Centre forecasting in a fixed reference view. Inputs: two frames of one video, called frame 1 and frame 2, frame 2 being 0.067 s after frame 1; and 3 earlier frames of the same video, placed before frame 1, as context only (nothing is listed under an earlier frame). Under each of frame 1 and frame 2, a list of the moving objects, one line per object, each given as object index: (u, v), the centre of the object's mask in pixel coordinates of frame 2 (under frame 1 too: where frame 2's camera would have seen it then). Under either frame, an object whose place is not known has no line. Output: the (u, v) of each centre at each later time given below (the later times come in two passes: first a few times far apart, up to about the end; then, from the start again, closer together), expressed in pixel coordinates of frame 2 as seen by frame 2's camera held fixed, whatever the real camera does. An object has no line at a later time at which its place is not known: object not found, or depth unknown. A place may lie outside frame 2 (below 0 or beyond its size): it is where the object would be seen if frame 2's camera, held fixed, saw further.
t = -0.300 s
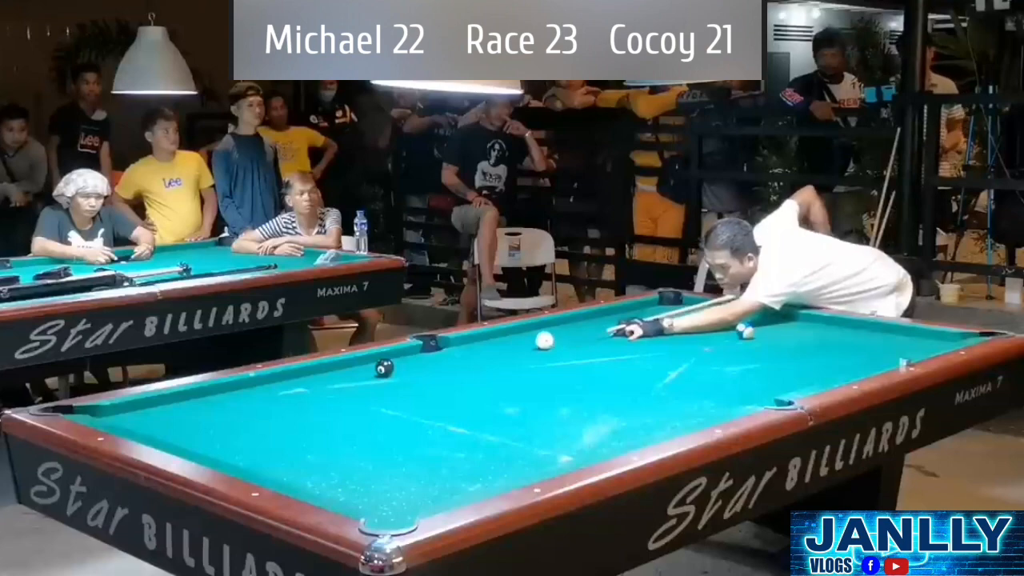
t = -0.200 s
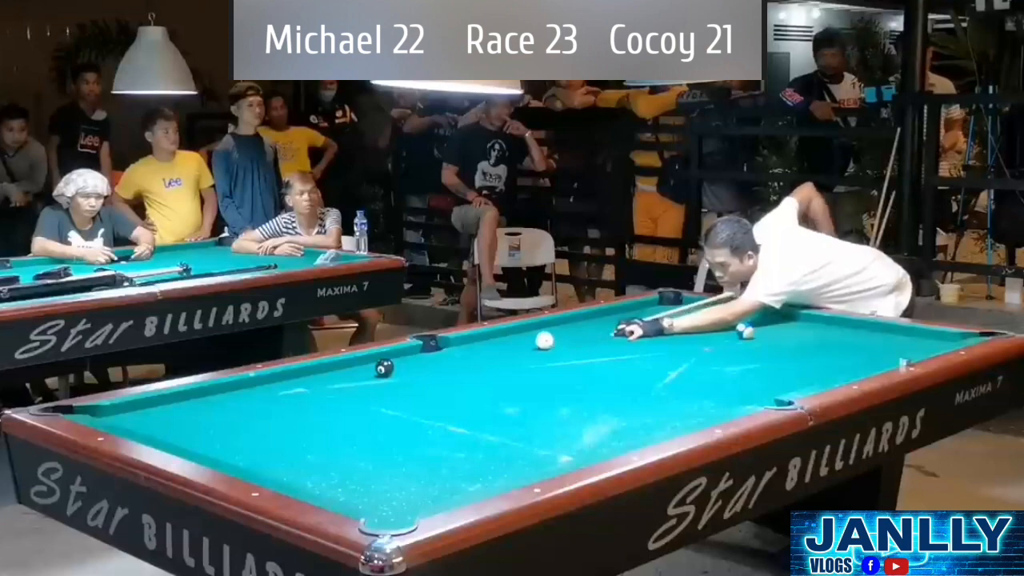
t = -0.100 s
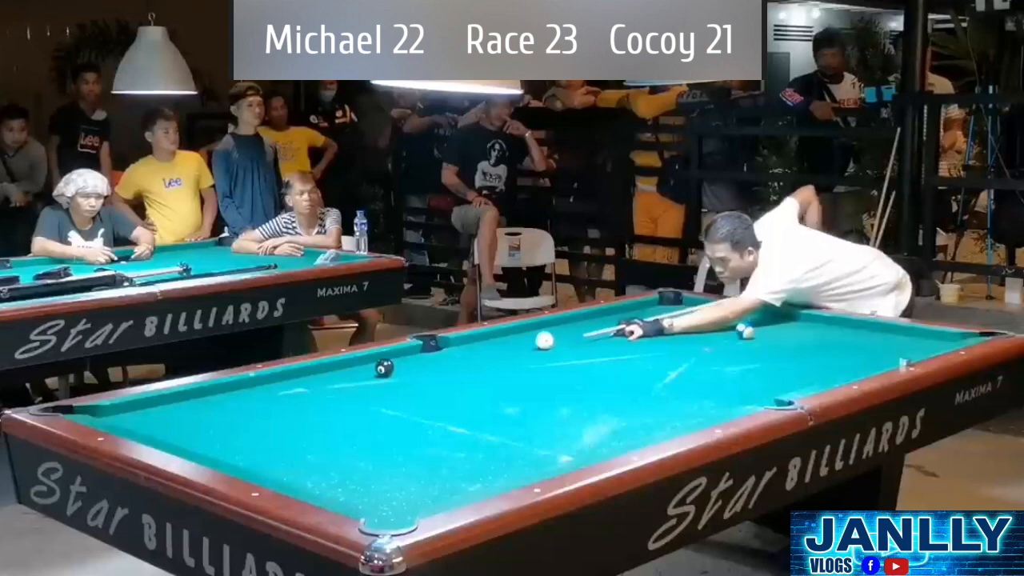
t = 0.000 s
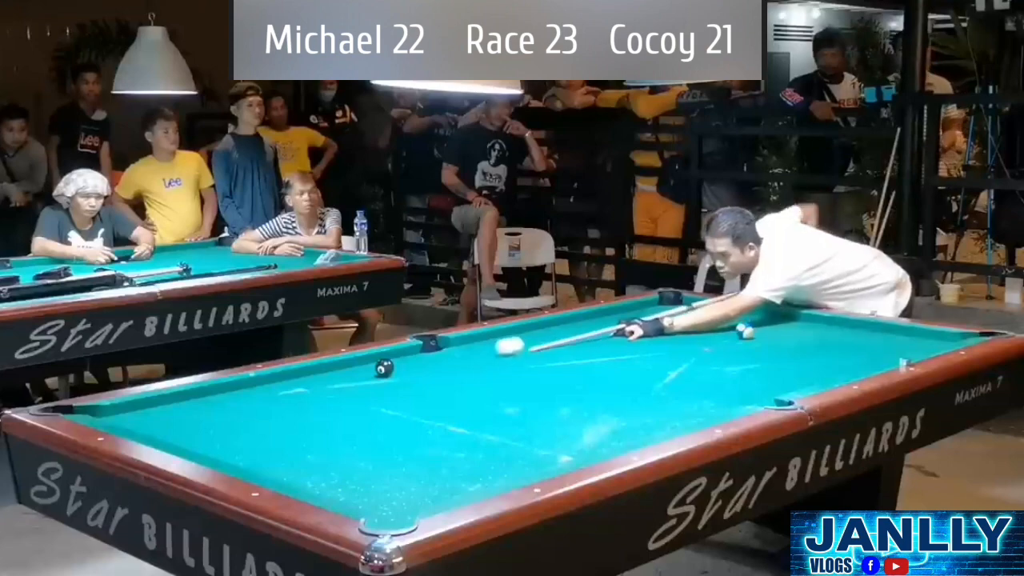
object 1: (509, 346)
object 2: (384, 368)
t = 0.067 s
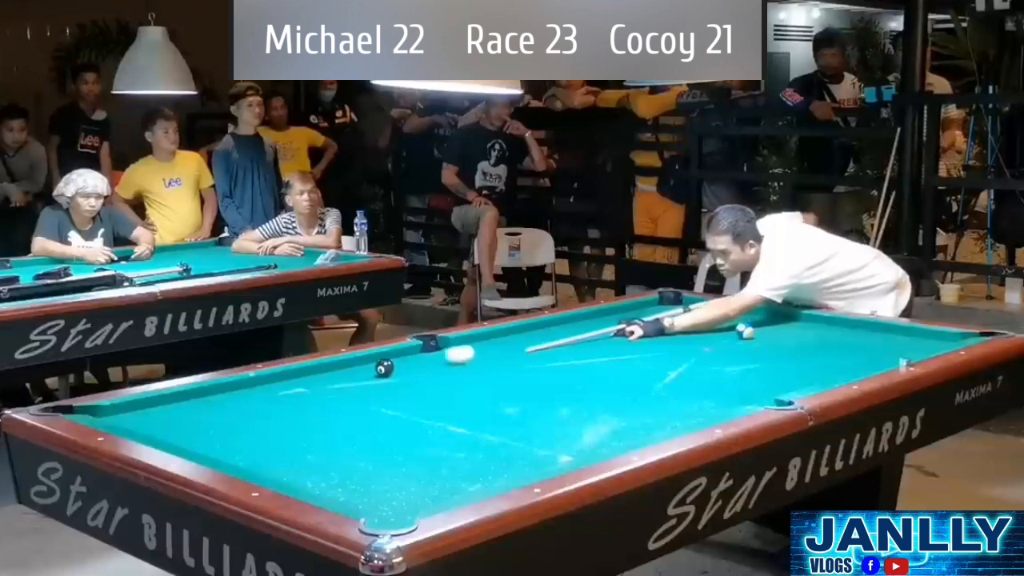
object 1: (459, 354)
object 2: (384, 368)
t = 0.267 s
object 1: (408, 364)
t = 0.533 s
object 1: (439, 361)
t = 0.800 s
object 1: (468, 357)
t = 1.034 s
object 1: (491, 354)
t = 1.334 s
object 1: (518, 351)
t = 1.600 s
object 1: (540, 348)
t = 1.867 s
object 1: (559, 346)
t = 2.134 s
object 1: (577, 344)
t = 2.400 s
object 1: (593, 342)
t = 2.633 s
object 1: (605, 340)
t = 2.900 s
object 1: (618, 339)
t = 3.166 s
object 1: (628, 338)
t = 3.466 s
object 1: (639, 337)
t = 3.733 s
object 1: (646, 336)
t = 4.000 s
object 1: (652, 336)
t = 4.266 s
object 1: (655, 335)
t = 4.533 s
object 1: (657, 335)
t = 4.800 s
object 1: (659, 335)
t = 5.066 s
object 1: (659, 335)
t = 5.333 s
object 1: (659, 335)
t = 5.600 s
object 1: (659, 335)
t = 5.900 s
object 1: (659, 335)
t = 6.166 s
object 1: (659, 335)
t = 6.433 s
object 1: (659, 335)
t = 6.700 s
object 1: (659, 335)
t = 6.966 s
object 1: (659, 335)
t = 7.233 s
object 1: (659, 335)
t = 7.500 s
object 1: (659, 335)
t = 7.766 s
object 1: (659, 335)
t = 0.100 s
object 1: (435, 358)
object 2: (384, 368)
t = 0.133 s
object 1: (412, 362)
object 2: (384, 368)
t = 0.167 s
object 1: (402, 365)
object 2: (371, 371)
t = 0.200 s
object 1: (403, 365)
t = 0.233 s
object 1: (405, 365)
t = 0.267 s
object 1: (408, 364)
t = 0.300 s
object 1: (411, 364)
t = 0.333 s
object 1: (415, 363)
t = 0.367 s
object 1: (419, 363)
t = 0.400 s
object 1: (423, 362)
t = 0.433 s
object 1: (427, 362)
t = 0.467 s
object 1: (431, 362)
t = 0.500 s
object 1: (435, 361)
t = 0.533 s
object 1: (439, 361)
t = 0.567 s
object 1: (442, 360)
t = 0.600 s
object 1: (446, 359)
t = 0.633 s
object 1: (450, 359)
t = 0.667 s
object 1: (453, 359)
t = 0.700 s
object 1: (457, 358)
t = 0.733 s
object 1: (461, 358)
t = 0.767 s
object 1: (464, 358)
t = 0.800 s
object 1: (468, 357)
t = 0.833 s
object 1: (471, 357)
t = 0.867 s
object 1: (475, 356)
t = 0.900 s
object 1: (478, 356)
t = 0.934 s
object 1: (481, 355)
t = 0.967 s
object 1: (484, 355)
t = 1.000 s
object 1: (488, 355)
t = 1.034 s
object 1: (491, 354)
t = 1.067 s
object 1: (494, 354)
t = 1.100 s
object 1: (497, 353)
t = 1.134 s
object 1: (500, 353)
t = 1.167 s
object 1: (503, 352)
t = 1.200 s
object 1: (506, 352)
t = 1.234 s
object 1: (509, 352)
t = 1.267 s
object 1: (512, 352)
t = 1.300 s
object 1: (515, 351)
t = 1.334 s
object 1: (518, 351)
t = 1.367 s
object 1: (521, 350)
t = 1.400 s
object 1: (524, 350)
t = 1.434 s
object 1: (526, 350)
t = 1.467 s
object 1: (529, 349)
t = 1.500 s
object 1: (532, 349)
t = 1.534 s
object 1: (534, 348)
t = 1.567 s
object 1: (537, 348)
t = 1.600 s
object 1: (540, 348)
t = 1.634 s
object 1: (542, 348)
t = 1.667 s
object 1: (545, 347)
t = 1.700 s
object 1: (547, 347)
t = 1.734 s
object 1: (550, 347)
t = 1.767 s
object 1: (552, 346)
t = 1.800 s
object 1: (555, 346)
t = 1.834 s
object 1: (557, 346)
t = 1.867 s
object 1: (559, 346)
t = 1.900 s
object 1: (562, 345)
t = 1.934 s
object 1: (564, 345)
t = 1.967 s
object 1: (566, 345)
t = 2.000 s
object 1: (569, 345)
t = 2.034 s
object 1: (571, 344)
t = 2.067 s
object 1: (573, 344)
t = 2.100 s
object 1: (575, 344)
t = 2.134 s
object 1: (577, 344)
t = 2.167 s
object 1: (580, 343)
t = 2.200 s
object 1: (581, 343)
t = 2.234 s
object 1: (584, 343)
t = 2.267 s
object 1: (585, 343)
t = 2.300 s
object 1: (587, 342)
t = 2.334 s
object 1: (589, 342)
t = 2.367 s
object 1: (591, 342)
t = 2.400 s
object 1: (593, 342)
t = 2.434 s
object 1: (595, 342)
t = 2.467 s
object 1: (597, 342)
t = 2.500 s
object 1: (598, 341)
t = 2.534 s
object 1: (600, 341)
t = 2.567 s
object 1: (602, 341)
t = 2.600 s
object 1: (604, 341)
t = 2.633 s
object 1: (605, 340)
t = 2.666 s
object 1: (607, 340)
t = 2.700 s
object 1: (609, 340)
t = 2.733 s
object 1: (610, 340)
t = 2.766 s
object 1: (612, 340)
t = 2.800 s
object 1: (613, 340)
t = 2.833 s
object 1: (615, 339)
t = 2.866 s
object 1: (616, 339)
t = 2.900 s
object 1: (618, 339)
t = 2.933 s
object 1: (619, 339)
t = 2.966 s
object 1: (620, 339)
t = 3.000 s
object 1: (622, 339)
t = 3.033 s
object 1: (623, 339)
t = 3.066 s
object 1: (624, 338)
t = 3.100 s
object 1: (626, 338)
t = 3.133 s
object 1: (627, 338)
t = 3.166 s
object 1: (628, 338)
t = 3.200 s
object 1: (630, 338)
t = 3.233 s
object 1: (631, 338)
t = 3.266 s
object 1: (632, 338)
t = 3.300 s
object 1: (633, 338)
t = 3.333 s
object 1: (635, 337)
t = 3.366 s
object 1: (636, 337)
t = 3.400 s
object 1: (637, 337)
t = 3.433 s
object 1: (638, 337)
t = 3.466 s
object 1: (639, 337)
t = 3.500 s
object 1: (640, 337)
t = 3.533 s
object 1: (641, 337)
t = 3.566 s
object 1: (642, 337)
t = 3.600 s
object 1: (643, 337)
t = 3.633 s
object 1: (644, 337)
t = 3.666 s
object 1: (644, 336)
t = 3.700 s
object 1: (645, 336)
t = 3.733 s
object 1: (646, 336)
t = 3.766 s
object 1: (647, 336)
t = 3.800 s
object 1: (648, 336)
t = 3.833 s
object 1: (649, 336)
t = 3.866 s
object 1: (649, 336)
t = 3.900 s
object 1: (650, 336)
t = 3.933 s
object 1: (651, 336)
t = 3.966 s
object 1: (651, 336)
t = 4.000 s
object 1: (652, 336)
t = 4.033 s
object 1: (652, 336)
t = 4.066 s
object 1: (653, 336)
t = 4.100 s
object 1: (653, 336)
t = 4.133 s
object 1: (654, 336)
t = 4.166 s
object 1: (654, 336)
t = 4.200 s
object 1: (655, 336)
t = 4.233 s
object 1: (655, 336)
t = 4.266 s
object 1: (655, 335)
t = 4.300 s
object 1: (656, 335)
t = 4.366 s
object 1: (656, 335)
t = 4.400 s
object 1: (657, 335)
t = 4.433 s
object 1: (657, 335)
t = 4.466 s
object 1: (657, 335)
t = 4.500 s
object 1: (657, 335)
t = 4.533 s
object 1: (657, 335)
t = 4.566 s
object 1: (657, 335)
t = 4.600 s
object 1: (658, 335)
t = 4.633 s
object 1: (658, 335)
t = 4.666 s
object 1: (658, 335)
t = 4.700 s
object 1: (658, 335)
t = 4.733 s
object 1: (659, 335)
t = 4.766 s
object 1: (659, 335)
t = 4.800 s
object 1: (659, 335)
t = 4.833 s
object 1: (659, 335)
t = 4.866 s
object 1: (659, 335)
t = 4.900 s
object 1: (659, 335)
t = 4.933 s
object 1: (659, 335)
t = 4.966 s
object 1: (659, 335)
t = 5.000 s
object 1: (659, 335)
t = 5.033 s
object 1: (659, 335)
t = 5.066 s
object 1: (659, 335)
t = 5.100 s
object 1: (659, 335)
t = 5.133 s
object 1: (659, 335)
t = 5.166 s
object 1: (659, 335)
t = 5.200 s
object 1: (659, 335)
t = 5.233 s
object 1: (659, 335)
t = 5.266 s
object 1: (659, 335)
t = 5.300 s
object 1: (659, 335)
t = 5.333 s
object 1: (659, 335)
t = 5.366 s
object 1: (659, 335)
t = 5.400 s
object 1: (659, 335)
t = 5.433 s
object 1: (659, 335)
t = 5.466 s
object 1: (659, 335)
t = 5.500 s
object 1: (659, 335)
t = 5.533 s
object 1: (659, 335)
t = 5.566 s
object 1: (659, 335)
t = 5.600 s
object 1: (659, 335)
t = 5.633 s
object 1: (659, 335)
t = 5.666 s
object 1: (659, 335)
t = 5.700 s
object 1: (659, 335)
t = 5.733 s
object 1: (659, 335)
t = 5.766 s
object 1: (659, 335)
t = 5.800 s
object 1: (659, 335)
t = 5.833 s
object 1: (659, 335)
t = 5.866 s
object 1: (659, 335)
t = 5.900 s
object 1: (659, 335)
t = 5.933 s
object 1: (659, 335)
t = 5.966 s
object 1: (659, 335)
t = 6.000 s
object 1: (659, 335)
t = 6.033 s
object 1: (659, 335)
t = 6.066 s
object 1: (659, 335)
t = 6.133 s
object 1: (659, 335)
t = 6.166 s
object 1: (659, 335)
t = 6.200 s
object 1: (659, 335)
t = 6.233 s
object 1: (659, 335)
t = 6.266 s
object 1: (659, 335)
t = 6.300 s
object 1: (659, 335)
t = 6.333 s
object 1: (659, 335)
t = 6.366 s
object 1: (659, 335)
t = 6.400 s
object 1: (659, 335)
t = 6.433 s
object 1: (659, 335)
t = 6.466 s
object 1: (659, 335)
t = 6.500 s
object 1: (659, 335)
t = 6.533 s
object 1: (659, 335)
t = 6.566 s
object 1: (659, 335)
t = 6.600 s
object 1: (659, 335)
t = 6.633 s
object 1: (659, 335)
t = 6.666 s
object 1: (659, 335)
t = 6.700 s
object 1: (659, 335)
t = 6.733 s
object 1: (659, 335)
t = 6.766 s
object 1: (659, 335)
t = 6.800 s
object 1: (659, 335)
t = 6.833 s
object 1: (659, 335)
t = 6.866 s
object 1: (659, 335)
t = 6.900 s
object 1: (659, 335)
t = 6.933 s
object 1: (659, 335)
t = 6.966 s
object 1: (659, 335)
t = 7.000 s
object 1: (659, 335)
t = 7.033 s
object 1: (659, 335)
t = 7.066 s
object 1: (659, 335)
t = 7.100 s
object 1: (659, 335)
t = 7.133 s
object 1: (659, 335)
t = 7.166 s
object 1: (659, 335)
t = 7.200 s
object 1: (659, 335)
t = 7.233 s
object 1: (659, 335)
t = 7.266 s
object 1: (659, 335)
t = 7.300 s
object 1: (659, 335)
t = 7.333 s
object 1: (659, 335)
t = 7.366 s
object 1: (659, 335)
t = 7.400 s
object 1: (659, 335)
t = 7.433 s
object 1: (659, 335)
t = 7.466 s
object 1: (659, 335)
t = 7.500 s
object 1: (659, 335)
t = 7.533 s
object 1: (659, 335)
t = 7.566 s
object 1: (659, 335)
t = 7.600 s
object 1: (659, 335)
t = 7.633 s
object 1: (659, 335)
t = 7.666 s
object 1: (659, 335)
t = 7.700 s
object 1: (659, 335)
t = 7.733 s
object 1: (659, 335)
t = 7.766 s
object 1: (659, 335)
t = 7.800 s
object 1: (659, 335)
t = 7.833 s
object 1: (659, 335)
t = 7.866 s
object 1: (659, 335)
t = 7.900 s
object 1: (659, 335)
